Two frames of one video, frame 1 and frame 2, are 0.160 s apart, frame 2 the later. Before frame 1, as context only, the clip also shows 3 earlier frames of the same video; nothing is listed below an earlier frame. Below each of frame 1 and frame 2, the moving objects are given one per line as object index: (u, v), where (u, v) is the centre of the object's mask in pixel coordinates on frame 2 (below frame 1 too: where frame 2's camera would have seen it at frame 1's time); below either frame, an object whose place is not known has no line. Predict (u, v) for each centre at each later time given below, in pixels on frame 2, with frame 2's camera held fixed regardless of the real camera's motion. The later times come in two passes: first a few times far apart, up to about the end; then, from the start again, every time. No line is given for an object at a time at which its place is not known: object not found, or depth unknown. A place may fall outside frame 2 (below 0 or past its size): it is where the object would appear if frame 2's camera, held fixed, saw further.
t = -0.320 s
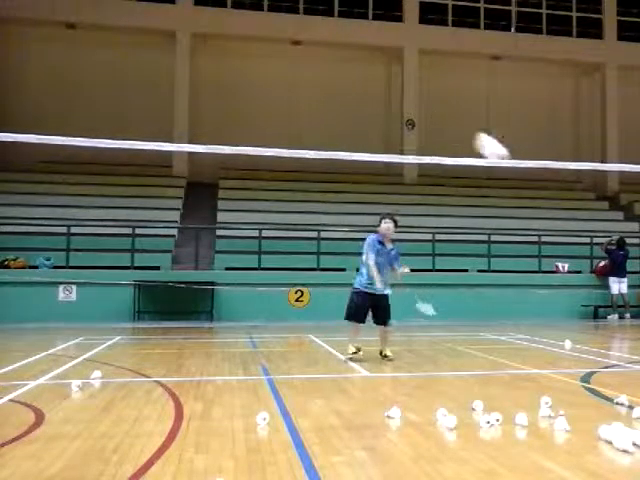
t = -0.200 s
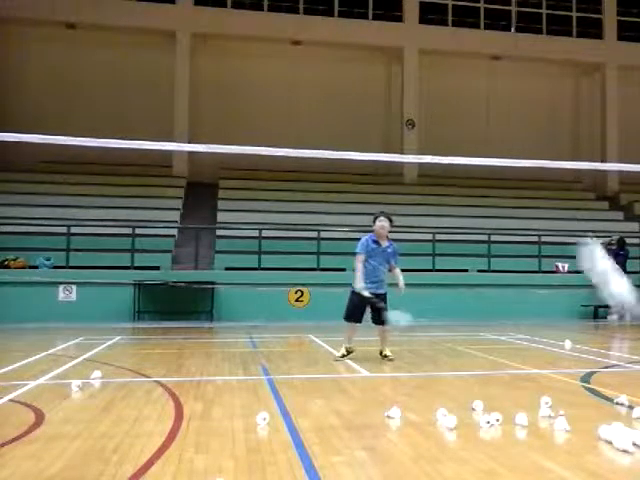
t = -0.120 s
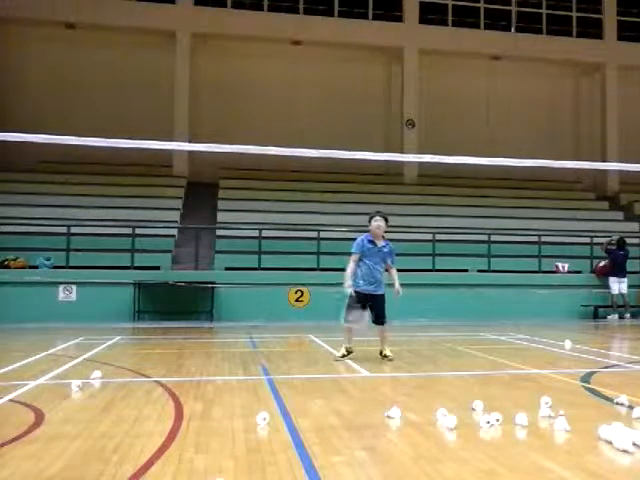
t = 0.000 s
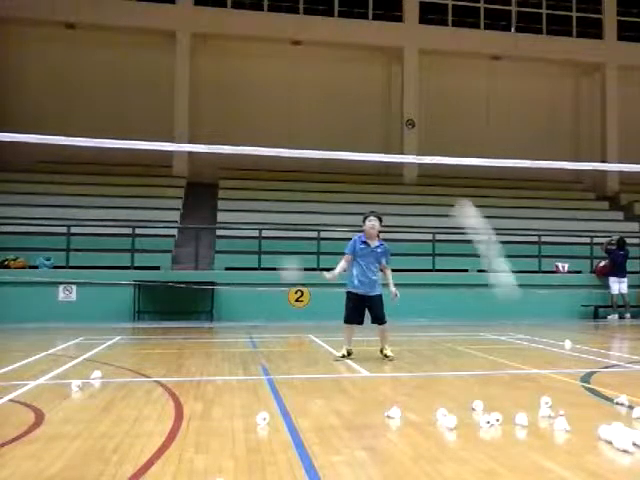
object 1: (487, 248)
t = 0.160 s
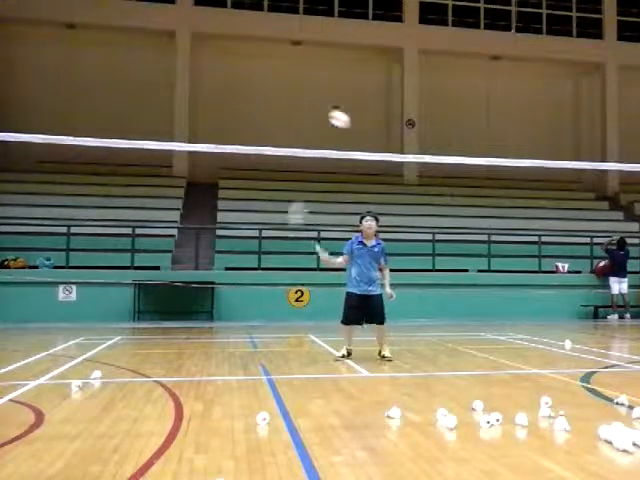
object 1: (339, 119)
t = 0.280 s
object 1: (306, 114)
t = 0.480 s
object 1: (281, 142)
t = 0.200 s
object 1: (326, 115)
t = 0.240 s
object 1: (315, 113)
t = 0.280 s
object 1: (306, 114)
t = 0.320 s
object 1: (299, 117)
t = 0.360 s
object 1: (293, 122)
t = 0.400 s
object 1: (288, 127)
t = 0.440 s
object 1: (285, 135)
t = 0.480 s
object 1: (281, 142)
